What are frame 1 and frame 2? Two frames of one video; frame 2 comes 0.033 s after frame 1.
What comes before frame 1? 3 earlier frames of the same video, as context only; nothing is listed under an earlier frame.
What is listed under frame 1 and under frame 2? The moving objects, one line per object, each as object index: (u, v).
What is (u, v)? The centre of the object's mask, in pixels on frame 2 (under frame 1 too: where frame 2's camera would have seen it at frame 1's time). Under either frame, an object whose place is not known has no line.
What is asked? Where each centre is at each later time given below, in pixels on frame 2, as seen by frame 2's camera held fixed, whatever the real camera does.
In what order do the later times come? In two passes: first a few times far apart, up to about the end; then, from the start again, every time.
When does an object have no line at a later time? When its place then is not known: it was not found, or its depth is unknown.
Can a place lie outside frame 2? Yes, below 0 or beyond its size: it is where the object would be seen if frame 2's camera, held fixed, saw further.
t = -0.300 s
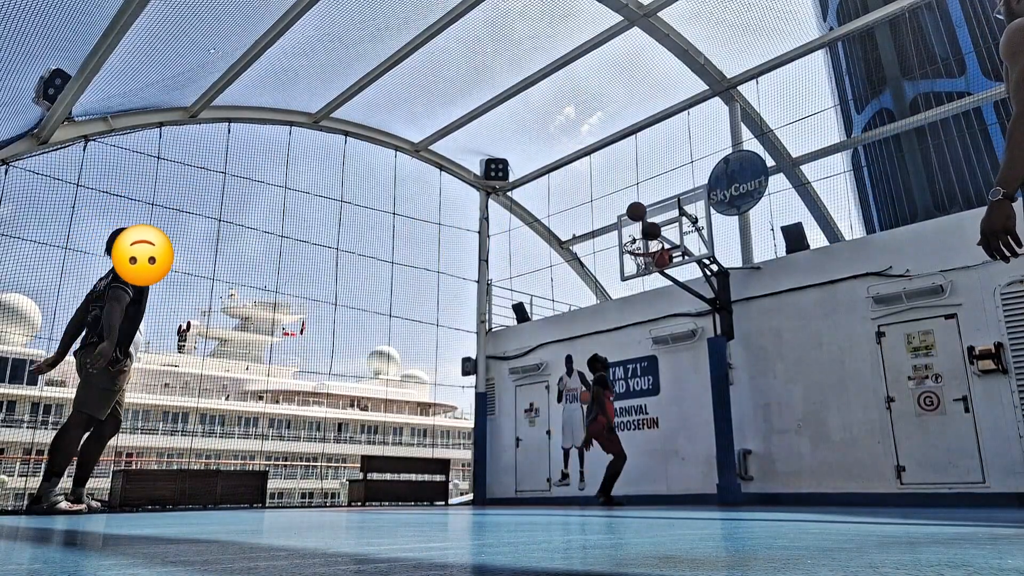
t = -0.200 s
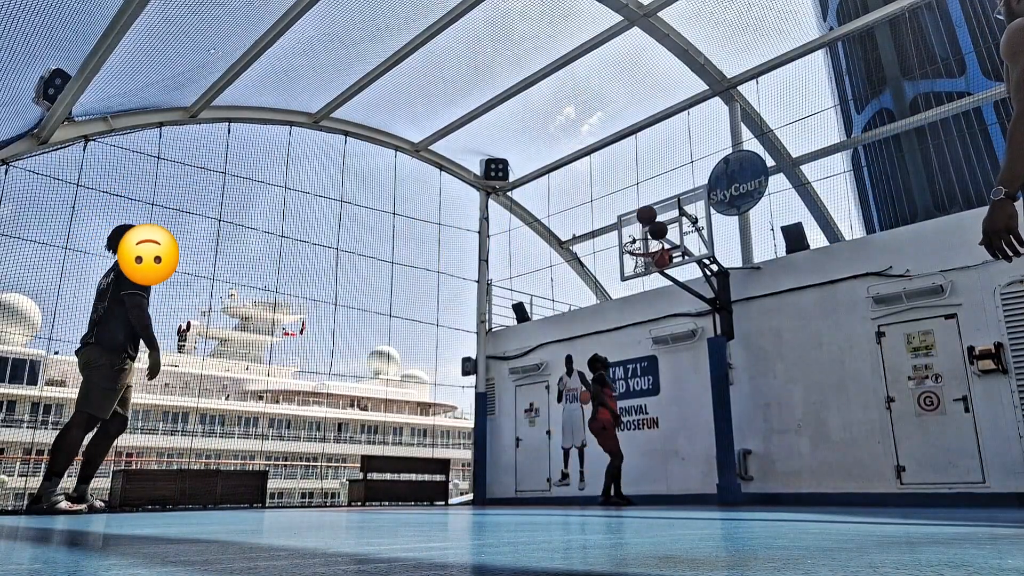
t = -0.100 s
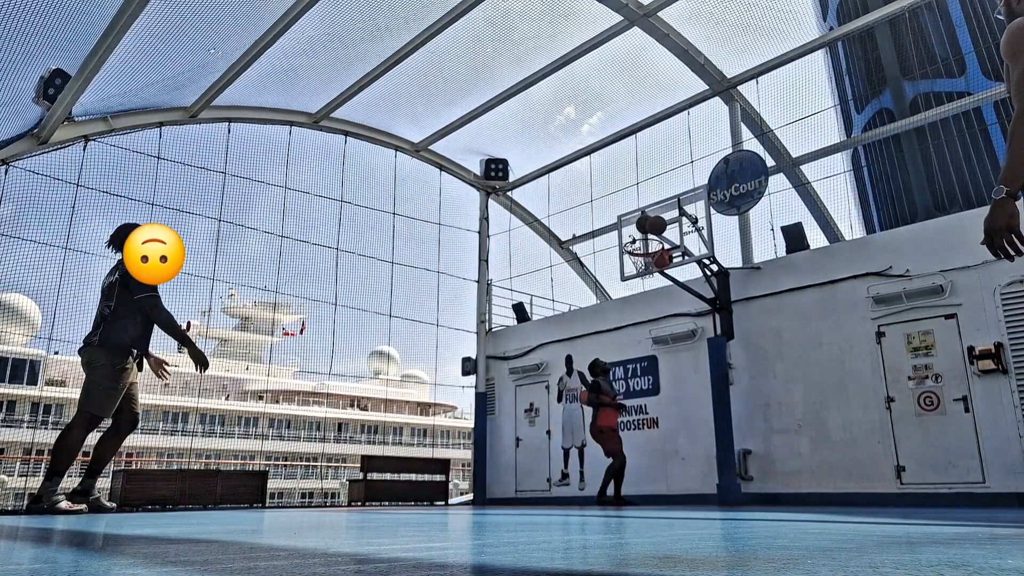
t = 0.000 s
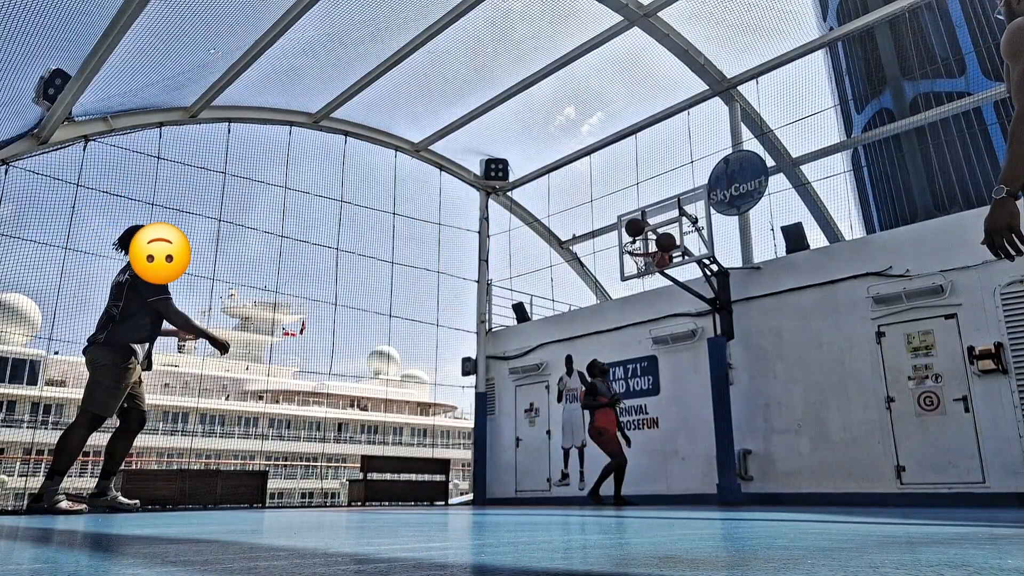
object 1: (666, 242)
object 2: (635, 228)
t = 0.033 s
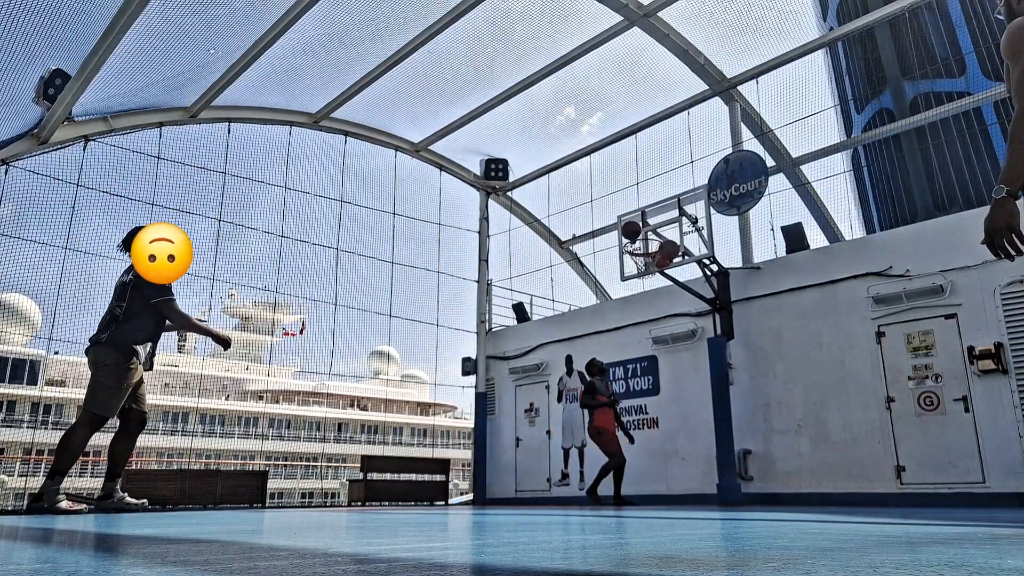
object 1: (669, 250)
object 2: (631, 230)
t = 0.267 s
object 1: (695, 334)
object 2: (616, 243)
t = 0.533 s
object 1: (733, 484)
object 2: (599, 311)
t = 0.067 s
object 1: (673, 258)
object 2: (629, 230)
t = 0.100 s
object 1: (676, 268)
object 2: (626, 230)
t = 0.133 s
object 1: (680, 280)
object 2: (624, 231)
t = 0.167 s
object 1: (683, 291)
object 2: (622, 233)
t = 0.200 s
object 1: (687, 304)
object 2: (620, 235)
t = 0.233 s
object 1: (691, 318)
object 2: (618, 238)
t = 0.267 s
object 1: (695, 334)
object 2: (616, 243)
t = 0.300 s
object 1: (699, 351)
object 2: (613, 248)
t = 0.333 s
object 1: (704, 369)
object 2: (611, 254)
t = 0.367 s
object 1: (709, 389)
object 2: (609, 261)
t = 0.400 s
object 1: (714, 411)
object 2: (607, 269)
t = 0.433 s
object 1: (720, 434)
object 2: (605, 278)
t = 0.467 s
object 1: (725, 458)
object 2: (603, 288)
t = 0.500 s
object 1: (732, 485)
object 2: (601, 299)
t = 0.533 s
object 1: (733, 484)
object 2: (599, 311)
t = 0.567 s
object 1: (733, 462)
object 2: (597, 324)
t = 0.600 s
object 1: (733, 441)
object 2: (595, 338)
